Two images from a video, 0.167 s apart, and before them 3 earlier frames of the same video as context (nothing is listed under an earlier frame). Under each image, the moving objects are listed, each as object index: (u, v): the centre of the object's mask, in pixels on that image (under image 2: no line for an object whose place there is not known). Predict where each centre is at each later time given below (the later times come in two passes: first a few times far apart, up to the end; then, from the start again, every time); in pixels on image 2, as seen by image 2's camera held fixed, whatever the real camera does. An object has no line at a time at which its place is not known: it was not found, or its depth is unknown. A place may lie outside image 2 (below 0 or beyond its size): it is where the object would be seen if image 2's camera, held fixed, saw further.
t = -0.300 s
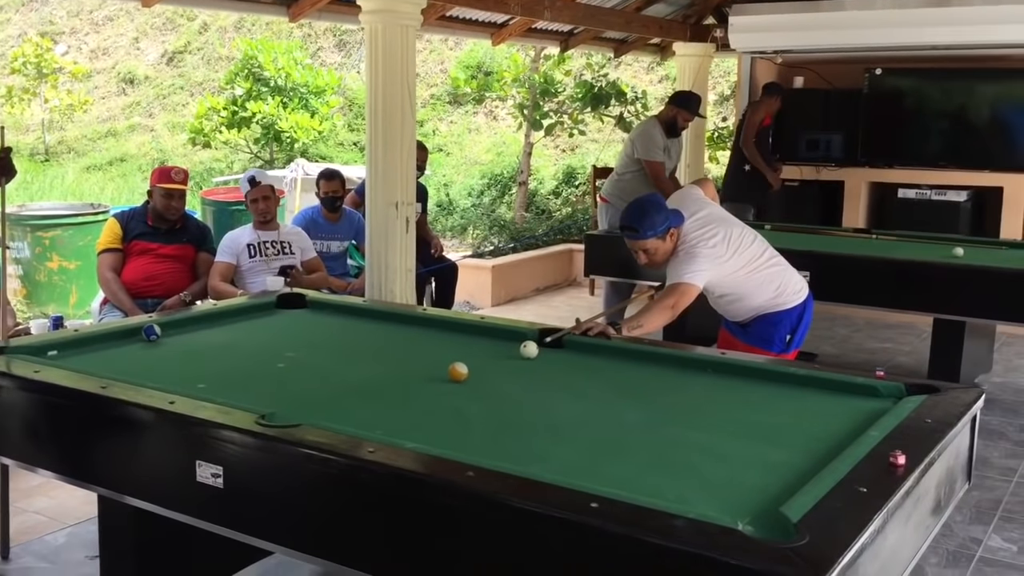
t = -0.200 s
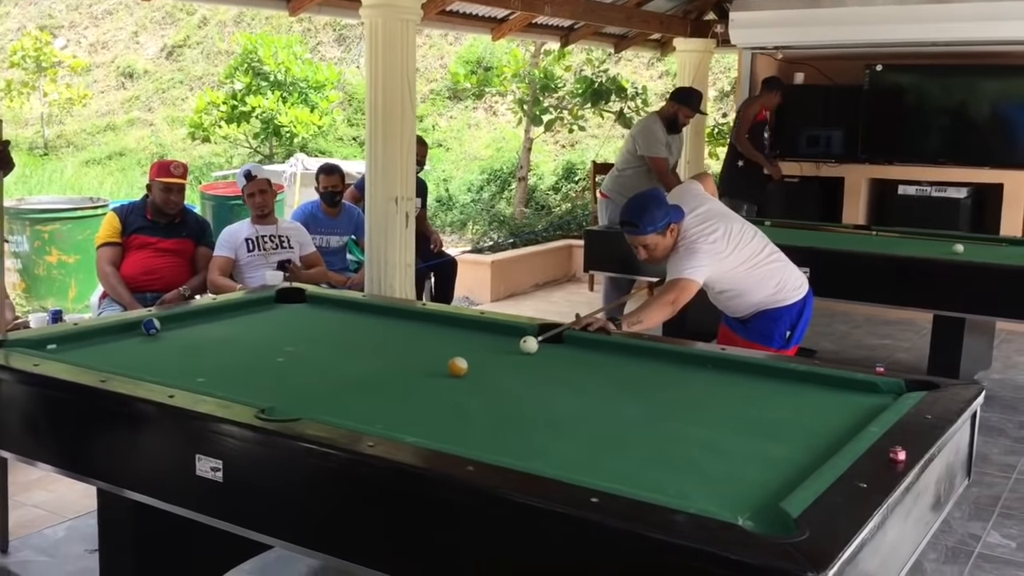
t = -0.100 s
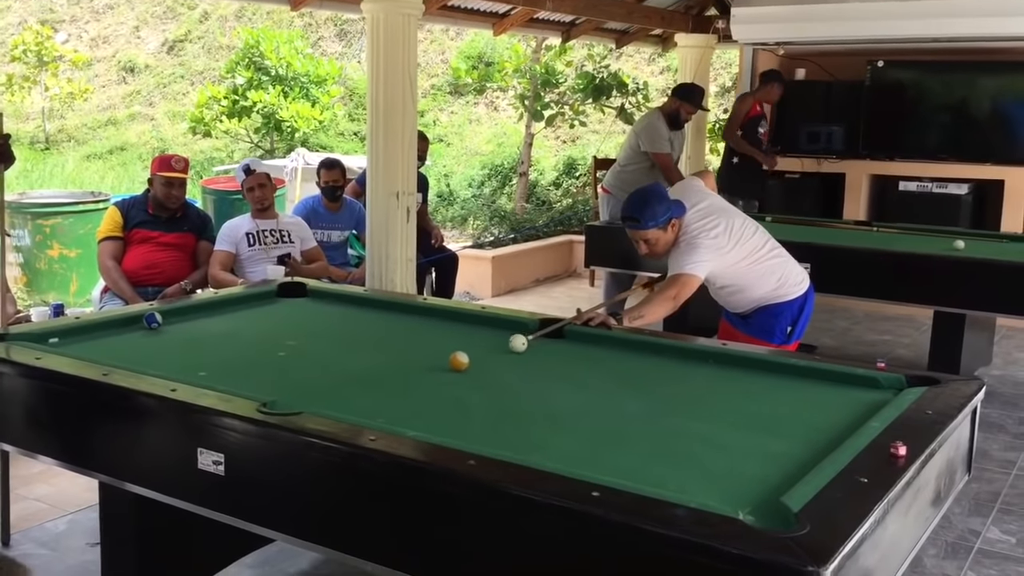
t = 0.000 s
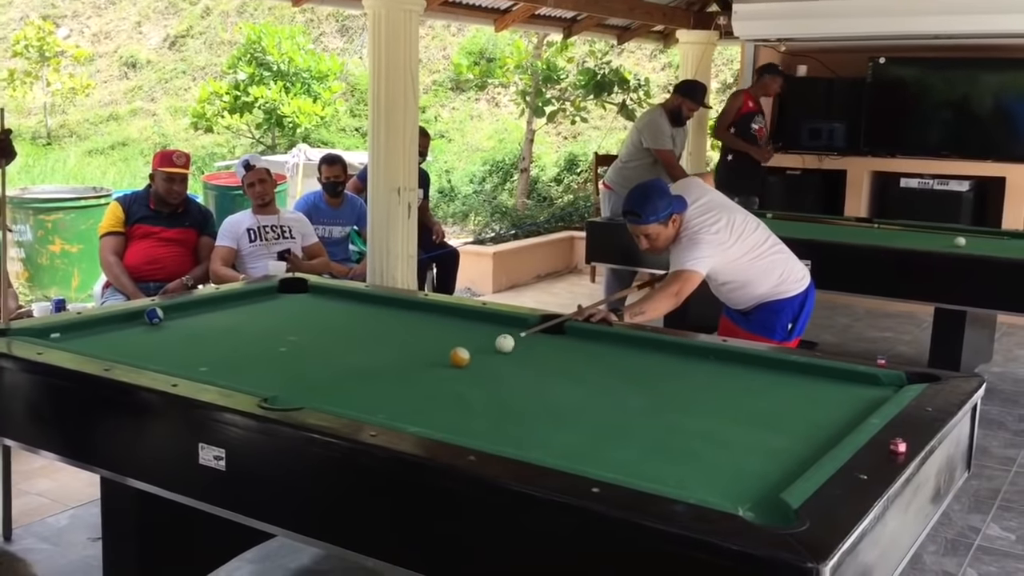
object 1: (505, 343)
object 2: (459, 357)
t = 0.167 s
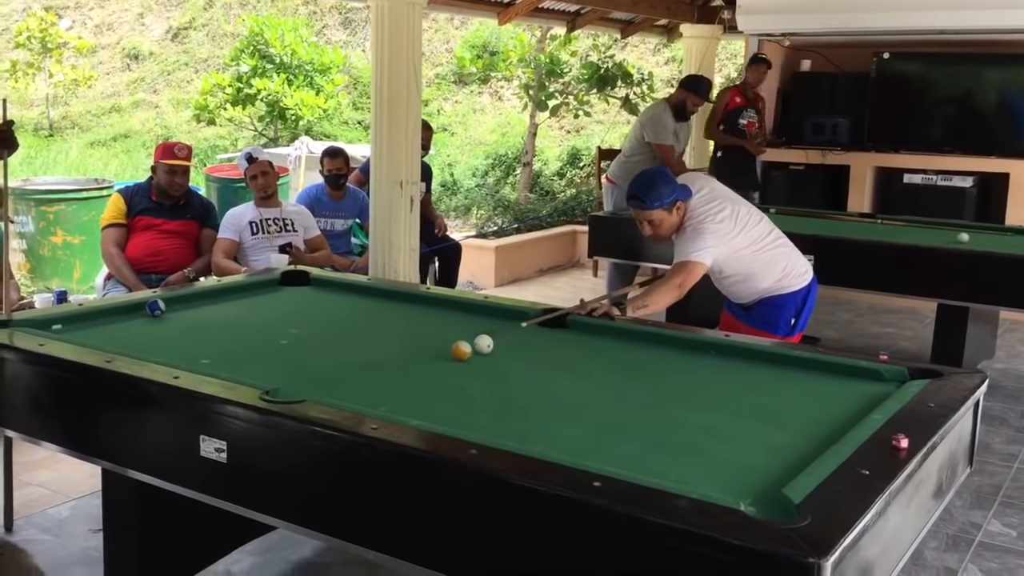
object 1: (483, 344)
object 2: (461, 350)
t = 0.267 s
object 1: (475, 347)
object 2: (456, 352)
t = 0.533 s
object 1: (468, 349)
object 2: (431, 359)
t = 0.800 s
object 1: (463, 351)
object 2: (406, 366)
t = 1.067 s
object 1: (459, 353)
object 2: (382, 373)
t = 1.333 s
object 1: (456, 354)
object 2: (359, 380)
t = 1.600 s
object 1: (455, 354)
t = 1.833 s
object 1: (456, 354)
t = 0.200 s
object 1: (479, 345)
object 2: (461, 350)
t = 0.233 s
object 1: (476, 346)
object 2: (460, 351)
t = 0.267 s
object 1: (475, 347)
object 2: (456, 352)
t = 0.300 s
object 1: (474, 347)
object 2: (452, 352)
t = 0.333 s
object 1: (473, 347)
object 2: (449, 354)
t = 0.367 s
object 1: (472, 348)
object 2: (446, 355)
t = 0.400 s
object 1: (471, 348)
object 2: (443, 356)
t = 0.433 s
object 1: (470, 348)
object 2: (440, 357)
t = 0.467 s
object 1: (469, 349)
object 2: (438, 358)
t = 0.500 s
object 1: (468, 349)
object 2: (434, 359)
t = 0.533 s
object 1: (468, 349)
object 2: (431, 359)
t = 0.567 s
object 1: (467, 349)
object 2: (428, 360)
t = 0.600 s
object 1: (466, 350)
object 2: (425, 361)
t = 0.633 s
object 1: (466, 350)
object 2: (422, 362)
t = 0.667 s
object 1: (465, 350)
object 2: (419, 363)
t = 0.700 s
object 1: (465, 350)
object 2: (416, 363)
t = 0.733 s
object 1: (464, 351)
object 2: (413, 364)
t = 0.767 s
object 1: (463, 351)
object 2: (409, 365)
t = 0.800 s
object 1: (463, 351)
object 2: (406, 366)
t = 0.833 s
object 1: (462, 351)
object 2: (404, 367)
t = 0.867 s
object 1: (461, 352)
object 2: (400, 368)
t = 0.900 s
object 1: (461, 352)
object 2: (397, 369)
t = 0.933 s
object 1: (461, 352)
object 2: (394, 370)
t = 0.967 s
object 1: (460, 352)
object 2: (391, 371)
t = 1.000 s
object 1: (460, 352)
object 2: (389, 371)
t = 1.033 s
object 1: (459, 353)
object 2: (386, 372)
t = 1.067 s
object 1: (459, 353)
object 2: (382, 373)
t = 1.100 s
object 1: (459, 353)
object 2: (379, 374)
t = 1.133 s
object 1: (458, 353)
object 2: (376, 375)
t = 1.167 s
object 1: (458, 353)
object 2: (374, 376)
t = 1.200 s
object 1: (458, 353)
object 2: (370, 377)
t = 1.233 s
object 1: (457, 353)
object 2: (367, 377)
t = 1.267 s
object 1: (457, 354)
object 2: (365, 378)
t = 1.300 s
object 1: (456, 353)
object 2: (362, 379)
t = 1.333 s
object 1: (456, 354)
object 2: (359, 380)
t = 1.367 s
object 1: (456, 354)
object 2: (356, 381)
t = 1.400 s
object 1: (456, 354)
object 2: (353, 382)
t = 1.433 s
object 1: (456, 354)
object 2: (351, 383)
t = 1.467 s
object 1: (455, 354)
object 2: (348, 384)
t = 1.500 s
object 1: (455, 354)
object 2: (345, 384)
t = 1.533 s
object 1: (455, 354)
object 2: (342, 385)
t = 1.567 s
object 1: (455, 354)
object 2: (340, 386)
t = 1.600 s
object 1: (455, 354)
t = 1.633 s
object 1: (455, 354)
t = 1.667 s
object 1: (455, 354)
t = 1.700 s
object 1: (456, 354)
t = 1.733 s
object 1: (456, 354)
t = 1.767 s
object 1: (456, 354)
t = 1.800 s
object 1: (456, 354)
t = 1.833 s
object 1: (456, 354)
